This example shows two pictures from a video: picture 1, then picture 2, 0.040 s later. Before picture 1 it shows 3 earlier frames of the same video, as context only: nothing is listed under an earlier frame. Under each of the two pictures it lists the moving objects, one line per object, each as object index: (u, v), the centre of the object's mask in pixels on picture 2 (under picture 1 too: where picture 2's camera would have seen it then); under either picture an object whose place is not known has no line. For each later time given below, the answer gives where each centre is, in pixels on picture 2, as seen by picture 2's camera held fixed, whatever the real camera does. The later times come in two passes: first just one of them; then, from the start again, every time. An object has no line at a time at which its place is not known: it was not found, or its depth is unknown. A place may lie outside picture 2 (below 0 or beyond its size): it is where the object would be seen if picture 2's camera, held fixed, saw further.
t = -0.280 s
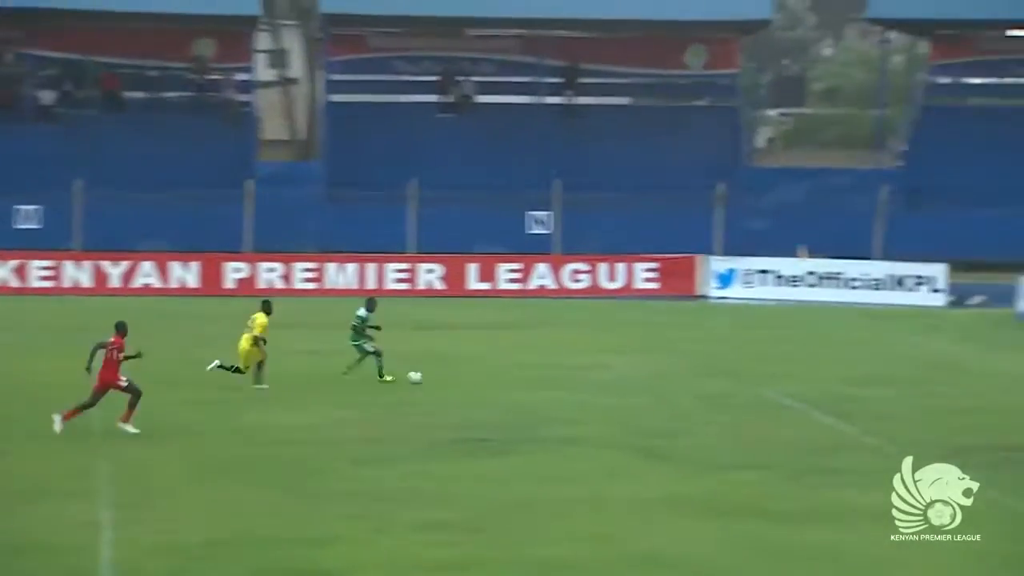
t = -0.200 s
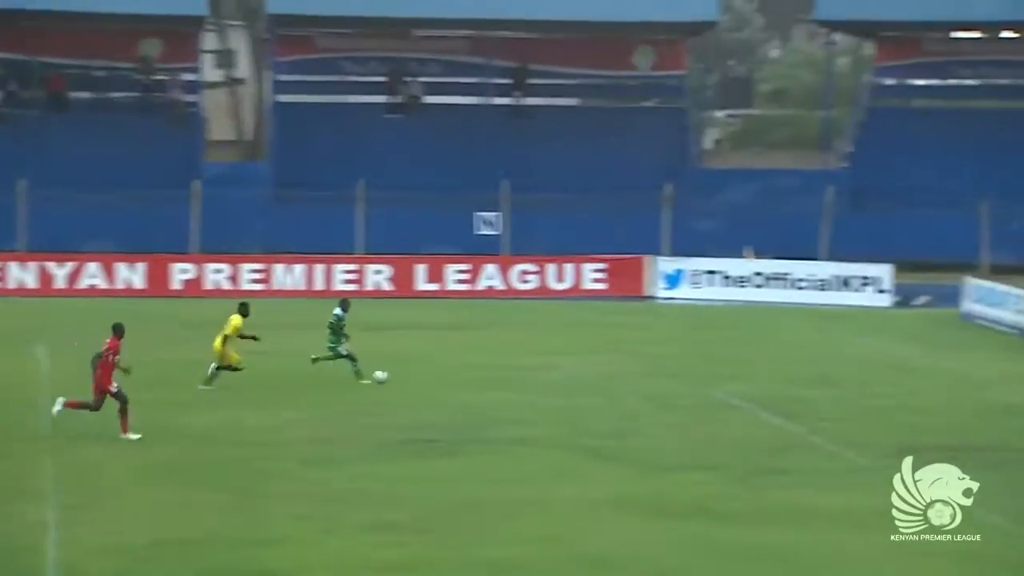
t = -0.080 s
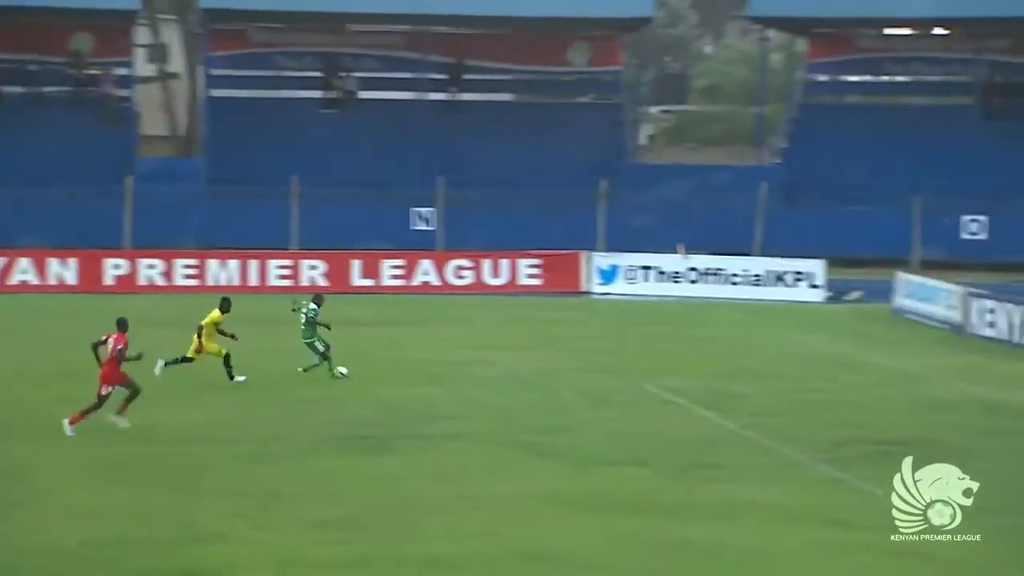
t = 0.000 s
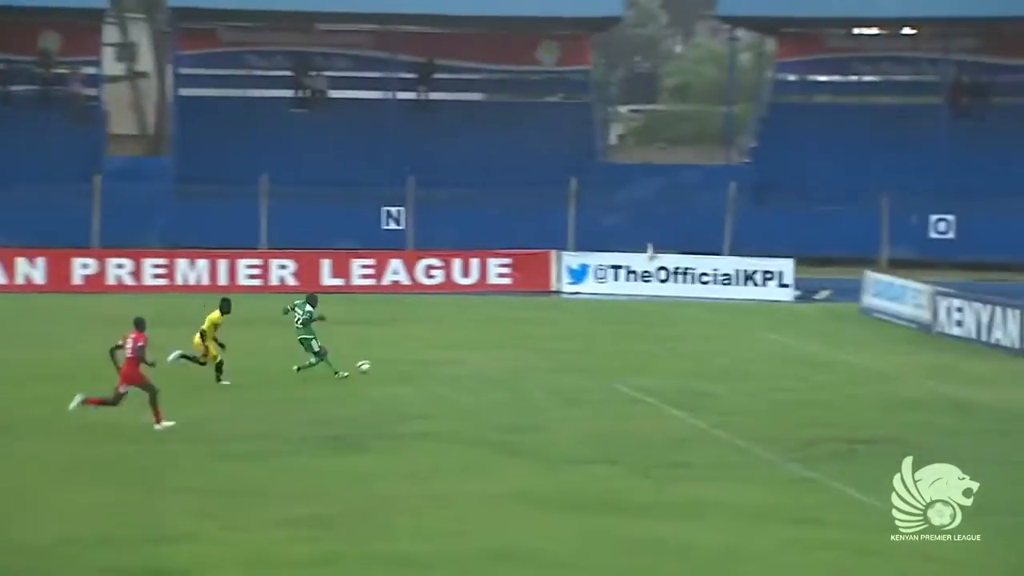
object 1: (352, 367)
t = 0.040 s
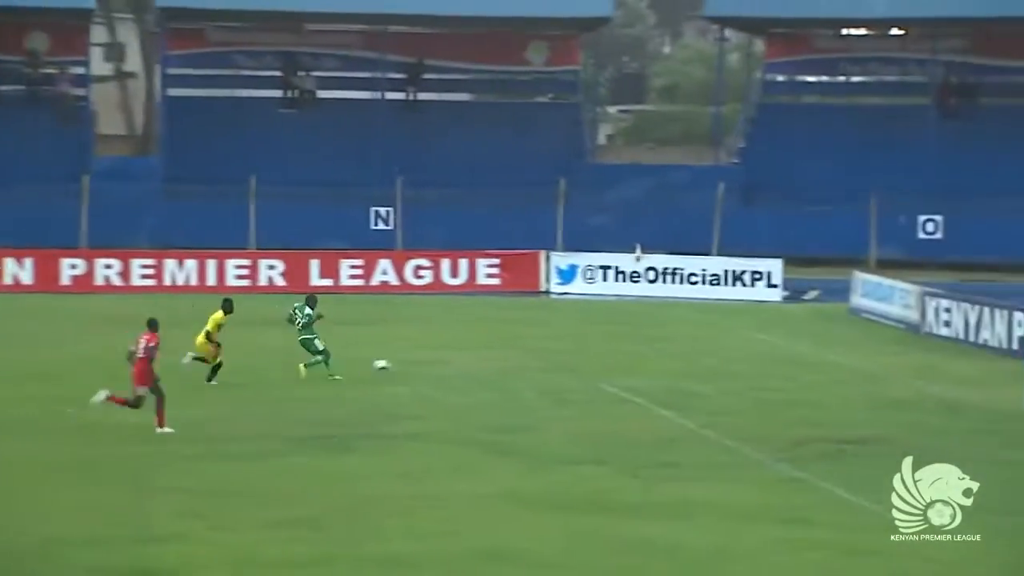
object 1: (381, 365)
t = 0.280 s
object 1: (558, 373)
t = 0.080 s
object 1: (412, 364)
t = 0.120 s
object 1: (441, 364)
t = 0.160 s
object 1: (471, 365)
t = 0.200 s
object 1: (499, 367)
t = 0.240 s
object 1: (529, 369)
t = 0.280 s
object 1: (558, 373)
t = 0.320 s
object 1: (586, 377)
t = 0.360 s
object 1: (616, 382)
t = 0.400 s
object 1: (644, 386)
